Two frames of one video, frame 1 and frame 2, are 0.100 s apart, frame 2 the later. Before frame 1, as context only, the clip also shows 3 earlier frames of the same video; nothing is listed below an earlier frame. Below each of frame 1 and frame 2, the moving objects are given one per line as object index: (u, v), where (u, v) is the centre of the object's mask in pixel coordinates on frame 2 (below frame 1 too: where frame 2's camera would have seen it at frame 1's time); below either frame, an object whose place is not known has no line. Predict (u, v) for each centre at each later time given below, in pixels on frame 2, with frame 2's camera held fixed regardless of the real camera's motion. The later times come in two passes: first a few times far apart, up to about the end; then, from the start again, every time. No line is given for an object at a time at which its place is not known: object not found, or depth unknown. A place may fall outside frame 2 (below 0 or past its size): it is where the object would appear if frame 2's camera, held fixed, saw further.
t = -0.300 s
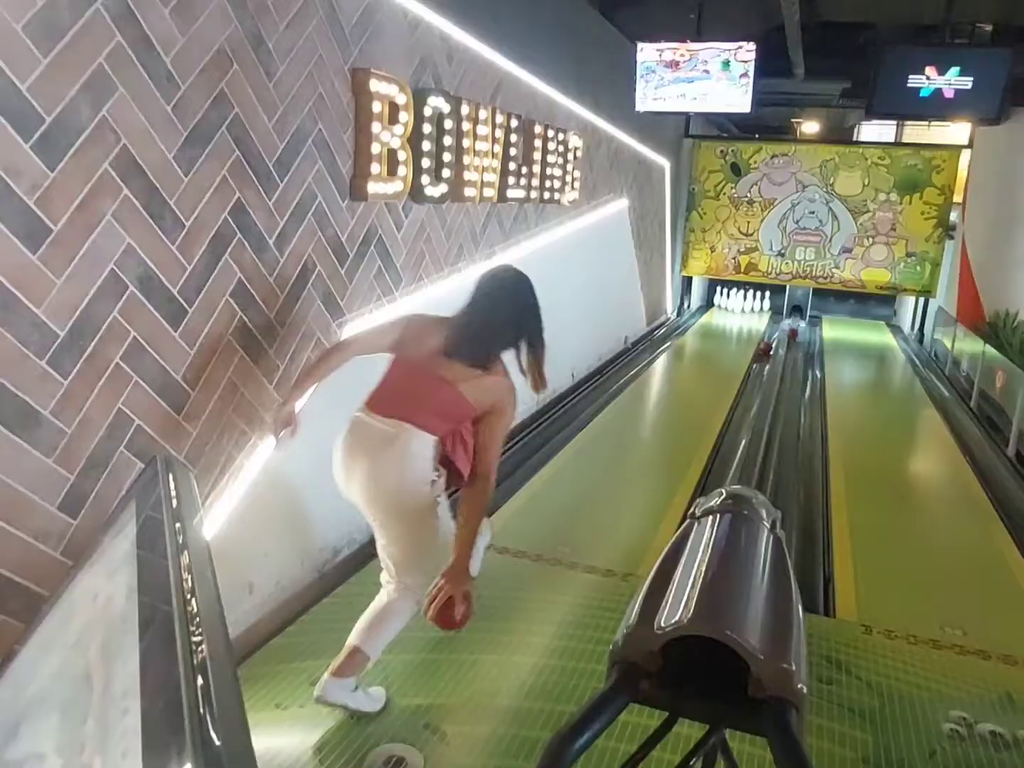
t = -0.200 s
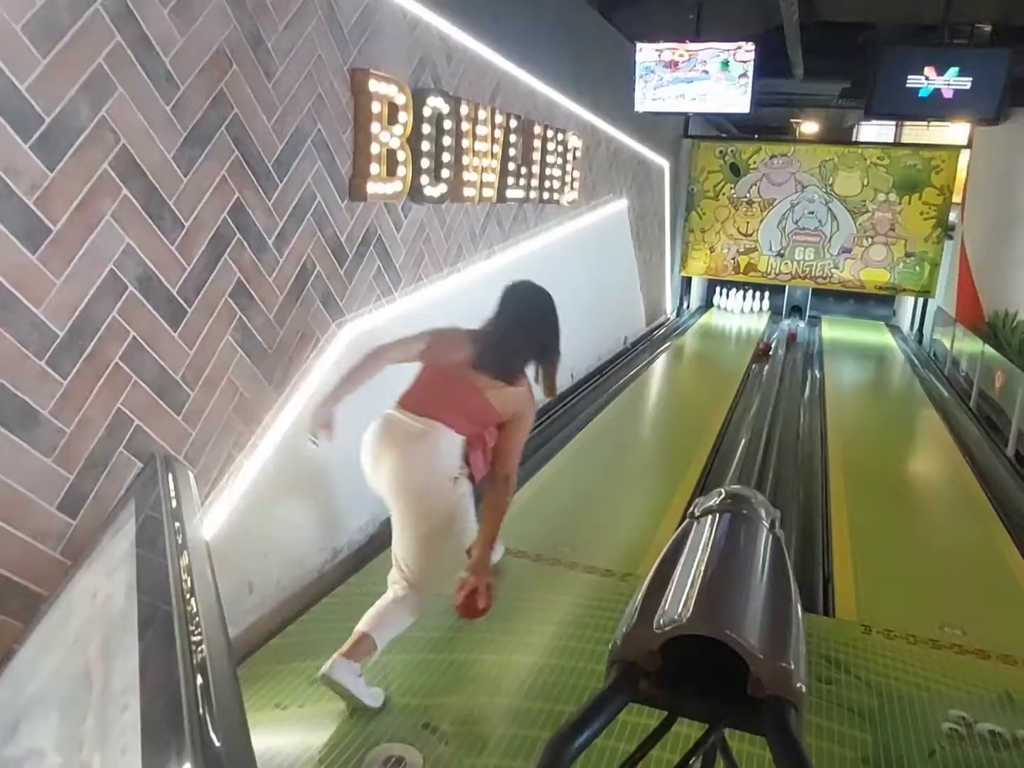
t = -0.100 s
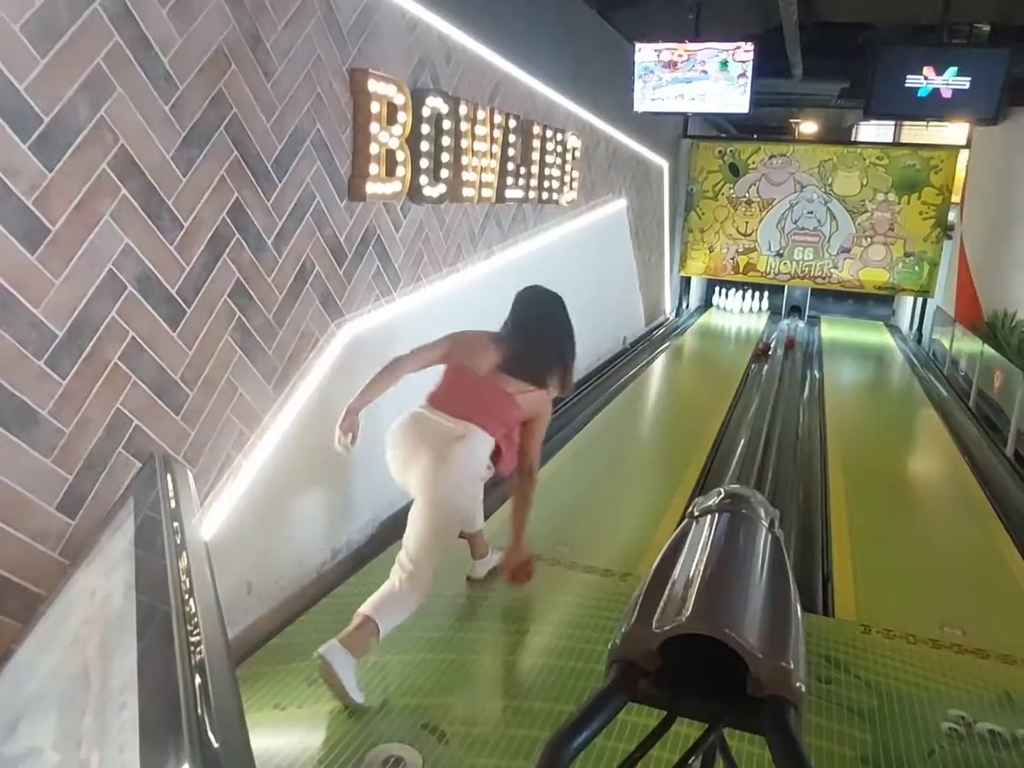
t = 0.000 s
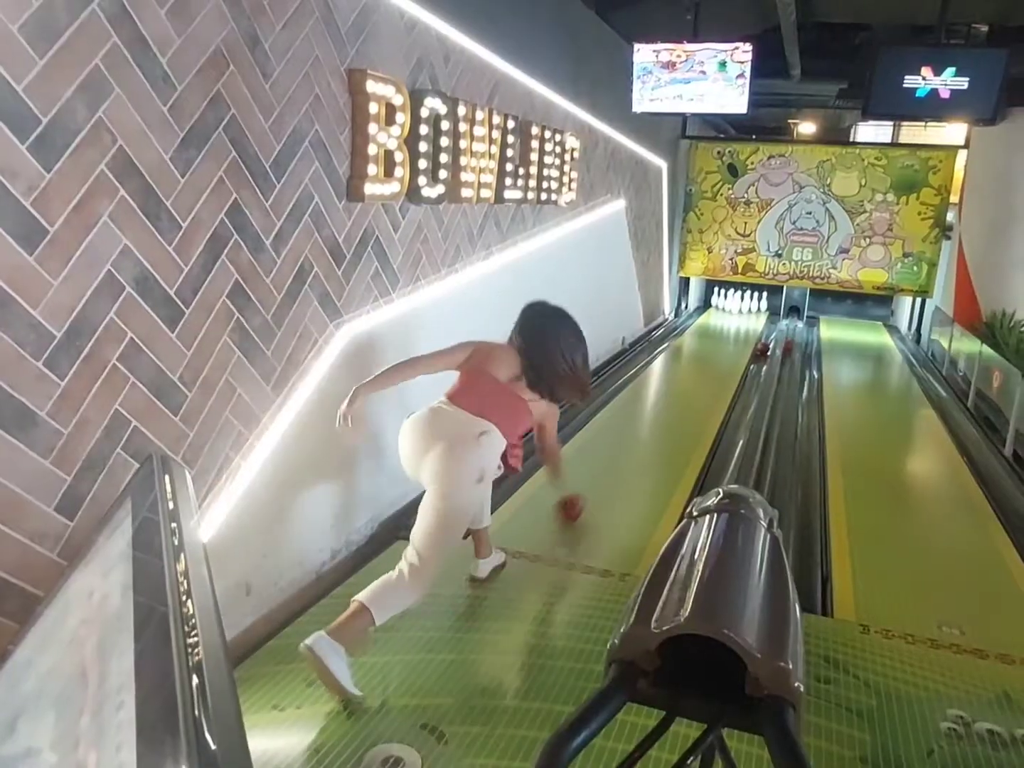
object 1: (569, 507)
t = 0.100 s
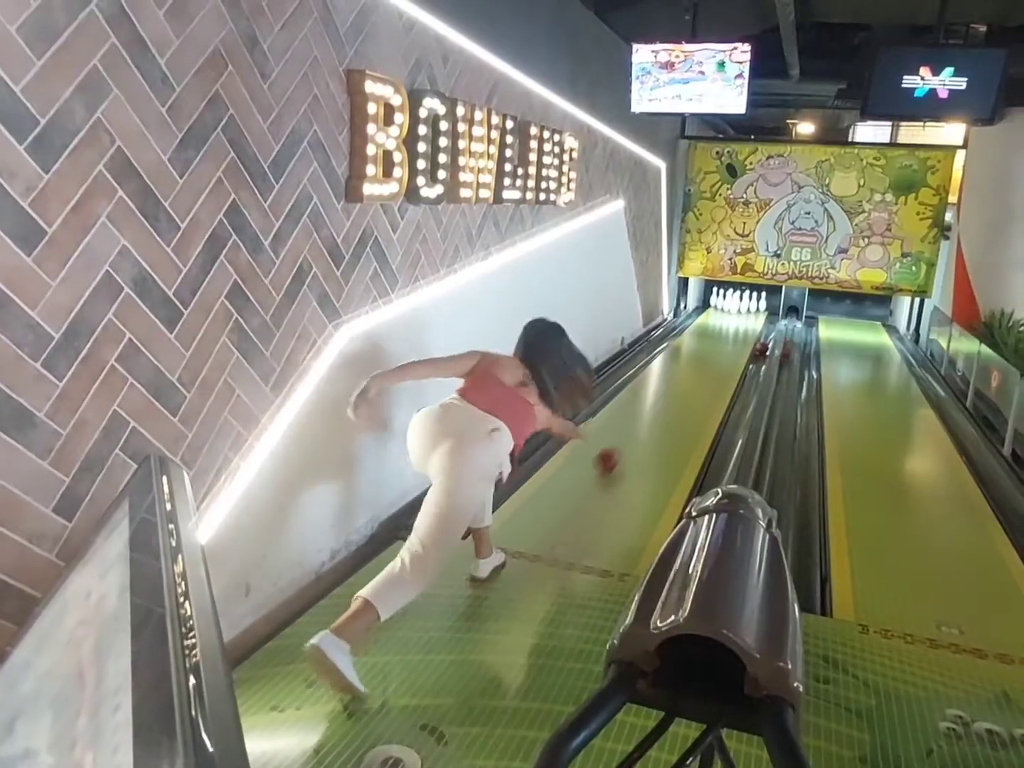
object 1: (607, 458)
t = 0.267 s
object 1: (648, 406)
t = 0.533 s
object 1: (687, 358)
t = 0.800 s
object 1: (710, 331)
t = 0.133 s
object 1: (617, 446)
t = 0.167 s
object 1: (626, 432)
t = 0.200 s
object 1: (634, 423)
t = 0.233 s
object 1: (641, 414)
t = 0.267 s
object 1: (648, 406)
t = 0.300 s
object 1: (655, 398)
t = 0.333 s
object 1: (661, 391)
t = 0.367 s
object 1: (666, 384)
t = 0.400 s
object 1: (671, 378)
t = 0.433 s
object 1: (675, 373)
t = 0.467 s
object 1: (680, 368)
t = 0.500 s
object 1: (683, 363)
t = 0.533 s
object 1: (687, 358)
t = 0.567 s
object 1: (690, 354)
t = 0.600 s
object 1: (694, 350)
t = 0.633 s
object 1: (697, 346)
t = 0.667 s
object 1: (700, 344)
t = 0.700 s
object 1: (703, 339)
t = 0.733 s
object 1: (706, 336)
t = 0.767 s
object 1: (707, 336)
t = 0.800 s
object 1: (710, 331)
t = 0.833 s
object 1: (712, 328)
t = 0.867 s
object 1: (714, 326)
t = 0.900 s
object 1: (716, 323)
